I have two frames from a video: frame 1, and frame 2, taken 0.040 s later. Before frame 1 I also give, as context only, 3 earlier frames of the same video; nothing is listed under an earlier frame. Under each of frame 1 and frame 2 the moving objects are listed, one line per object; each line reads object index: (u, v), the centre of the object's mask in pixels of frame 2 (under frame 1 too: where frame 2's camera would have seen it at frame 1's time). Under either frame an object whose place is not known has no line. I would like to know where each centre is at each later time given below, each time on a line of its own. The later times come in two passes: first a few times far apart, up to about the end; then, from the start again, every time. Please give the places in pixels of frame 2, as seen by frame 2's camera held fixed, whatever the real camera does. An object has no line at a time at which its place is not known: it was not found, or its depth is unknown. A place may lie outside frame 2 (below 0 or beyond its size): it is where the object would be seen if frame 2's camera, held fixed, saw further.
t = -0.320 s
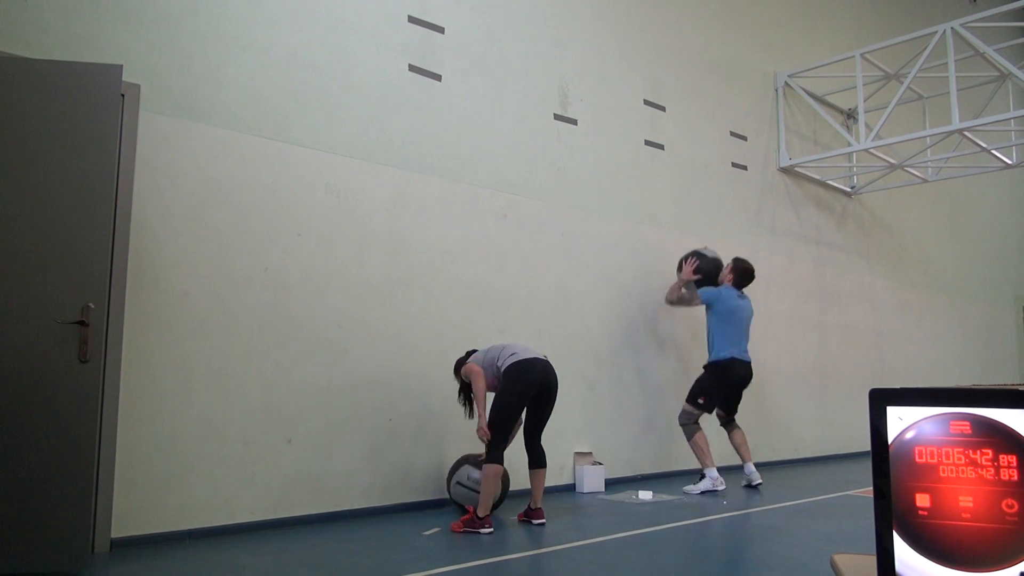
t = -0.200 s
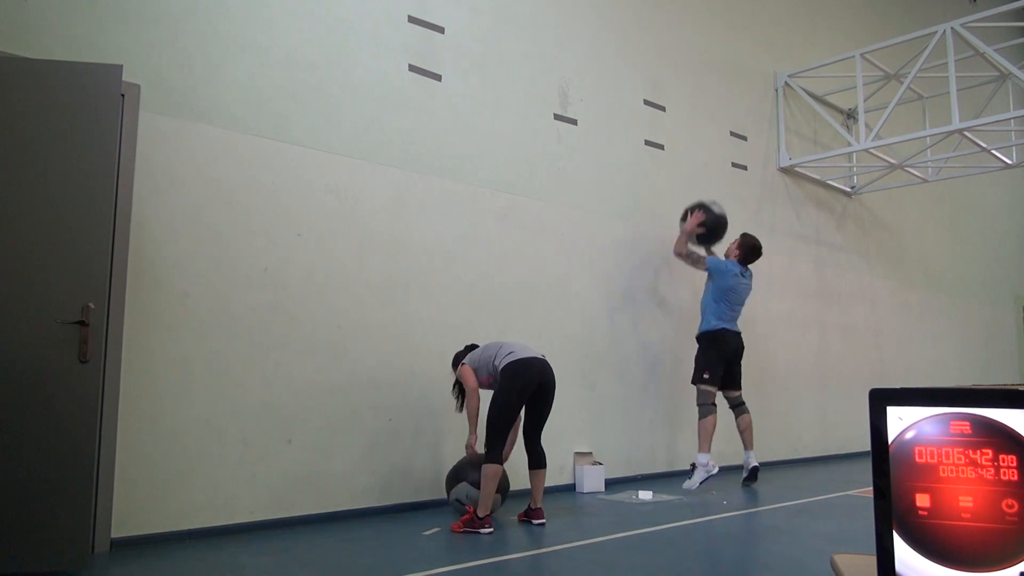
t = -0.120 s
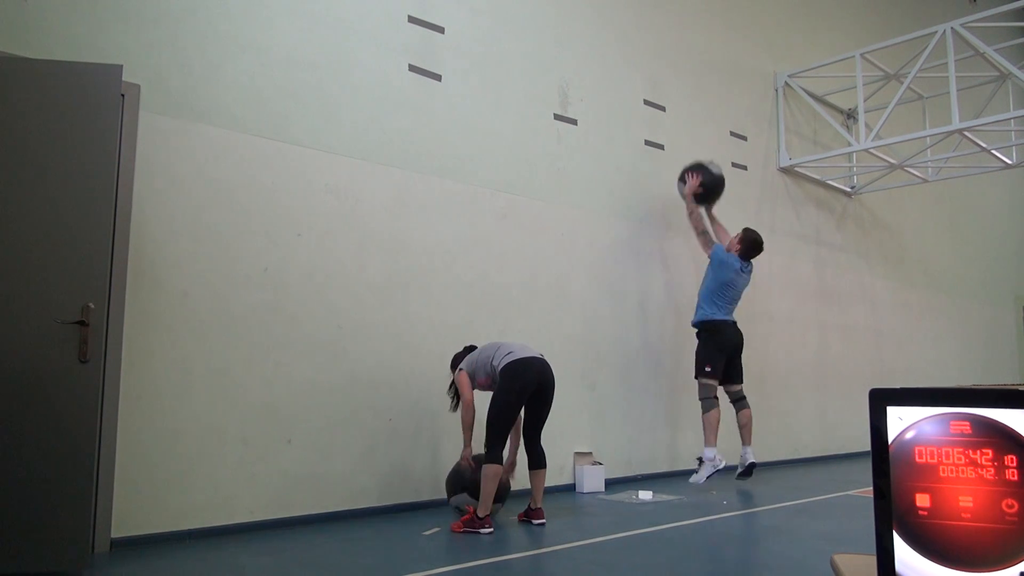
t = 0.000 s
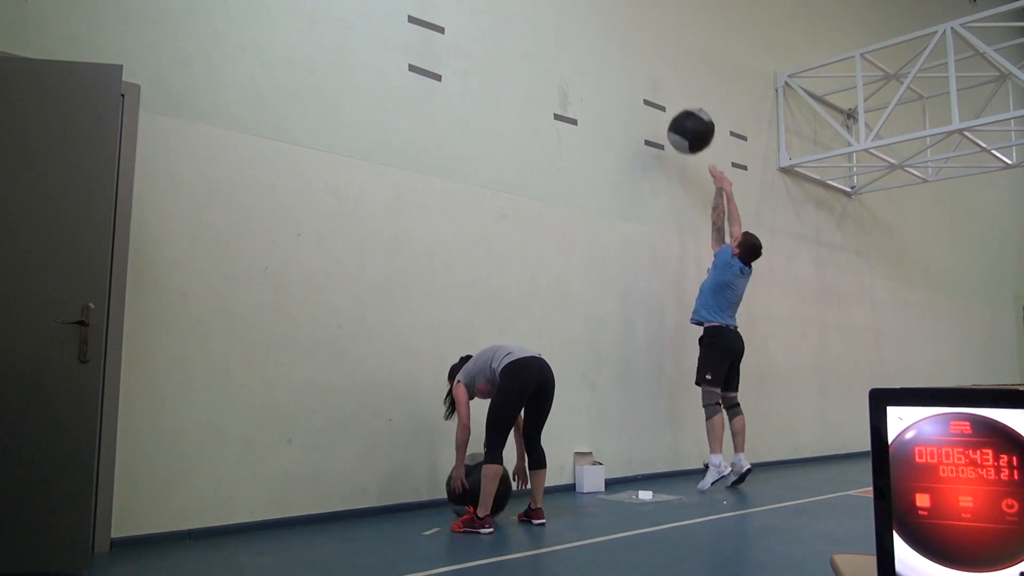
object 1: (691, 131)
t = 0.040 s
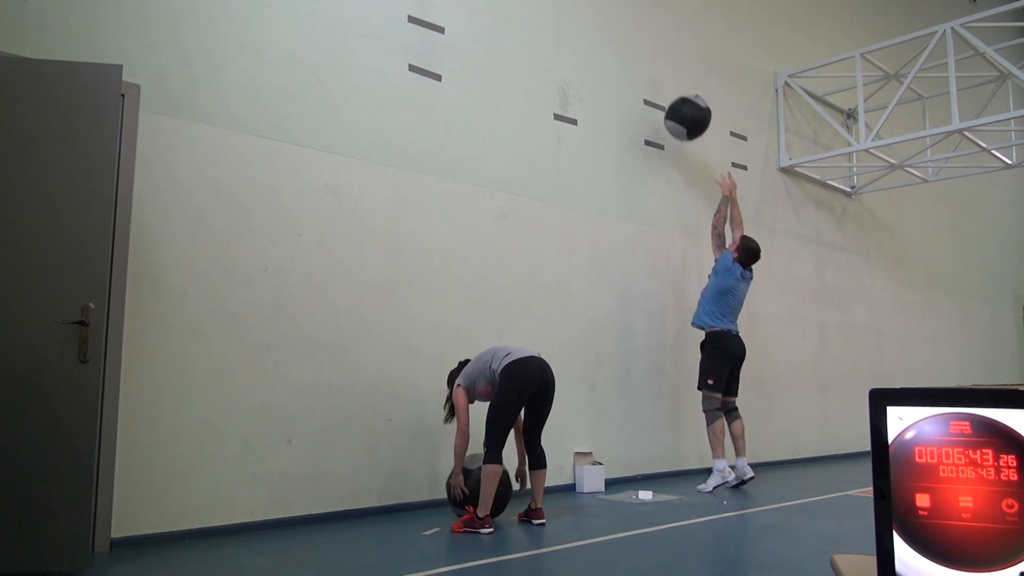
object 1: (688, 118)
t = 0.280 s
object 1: (668, 79)
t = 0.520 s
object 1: (675, 97)
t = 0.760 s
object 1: (686, 185)
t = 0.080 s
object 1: (684, 106)
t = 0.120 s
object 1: (681, 97)
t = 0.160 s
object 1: (678, 90)
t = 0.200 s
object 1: (675, 84)
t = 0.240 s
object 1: (671, 81)
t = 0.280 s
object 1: (668, 79)
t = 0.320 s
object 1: (666, 79)
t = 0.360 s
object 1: (667, 79)
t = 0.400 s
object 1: (669, 81)
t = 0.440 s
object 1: (670, 85)
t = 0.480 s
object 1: (672, 90)
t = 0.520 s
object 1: (675, 97)
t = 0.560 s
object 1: (676, 107)
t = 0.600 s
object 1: (678, 118)
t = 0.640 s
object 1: (680, 132)
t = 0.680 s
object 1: (682, 148)
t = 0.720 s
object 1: (684, 165)
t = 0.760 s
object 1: (686, 185)
